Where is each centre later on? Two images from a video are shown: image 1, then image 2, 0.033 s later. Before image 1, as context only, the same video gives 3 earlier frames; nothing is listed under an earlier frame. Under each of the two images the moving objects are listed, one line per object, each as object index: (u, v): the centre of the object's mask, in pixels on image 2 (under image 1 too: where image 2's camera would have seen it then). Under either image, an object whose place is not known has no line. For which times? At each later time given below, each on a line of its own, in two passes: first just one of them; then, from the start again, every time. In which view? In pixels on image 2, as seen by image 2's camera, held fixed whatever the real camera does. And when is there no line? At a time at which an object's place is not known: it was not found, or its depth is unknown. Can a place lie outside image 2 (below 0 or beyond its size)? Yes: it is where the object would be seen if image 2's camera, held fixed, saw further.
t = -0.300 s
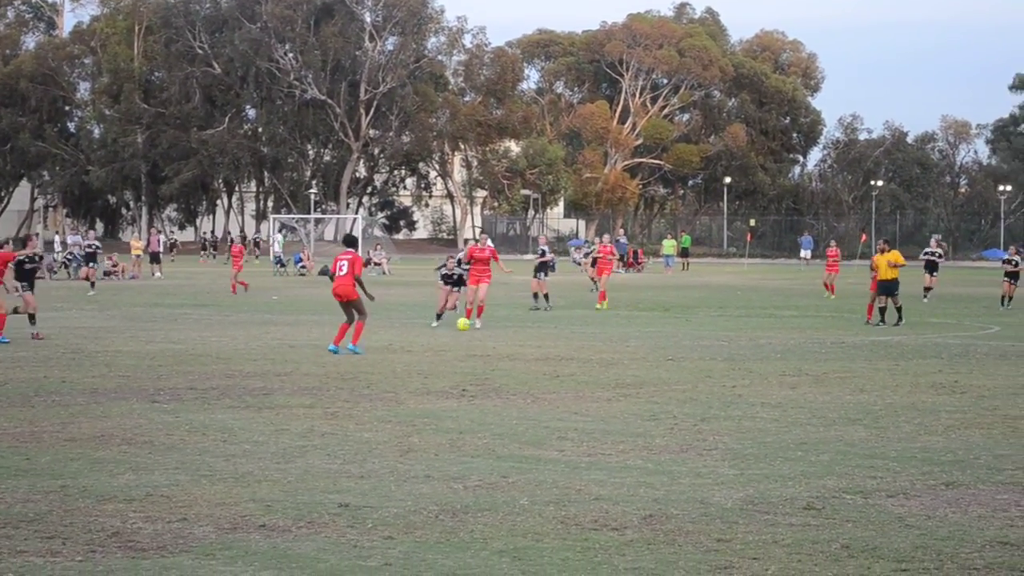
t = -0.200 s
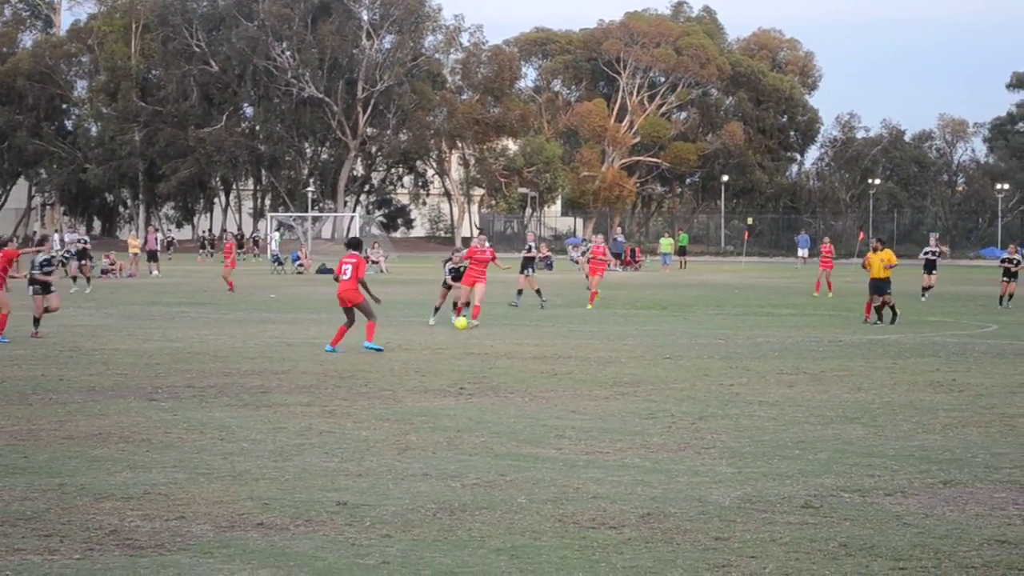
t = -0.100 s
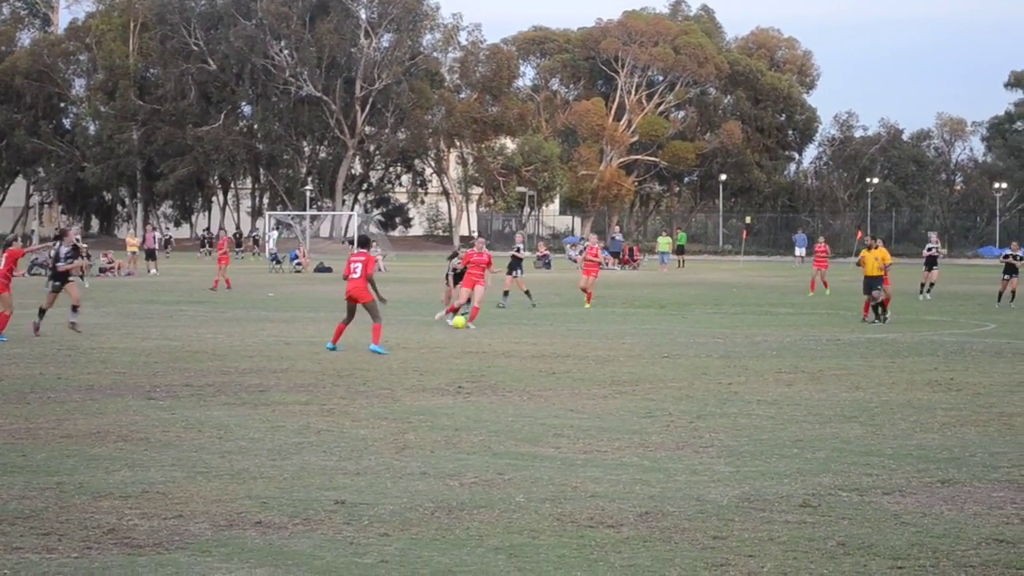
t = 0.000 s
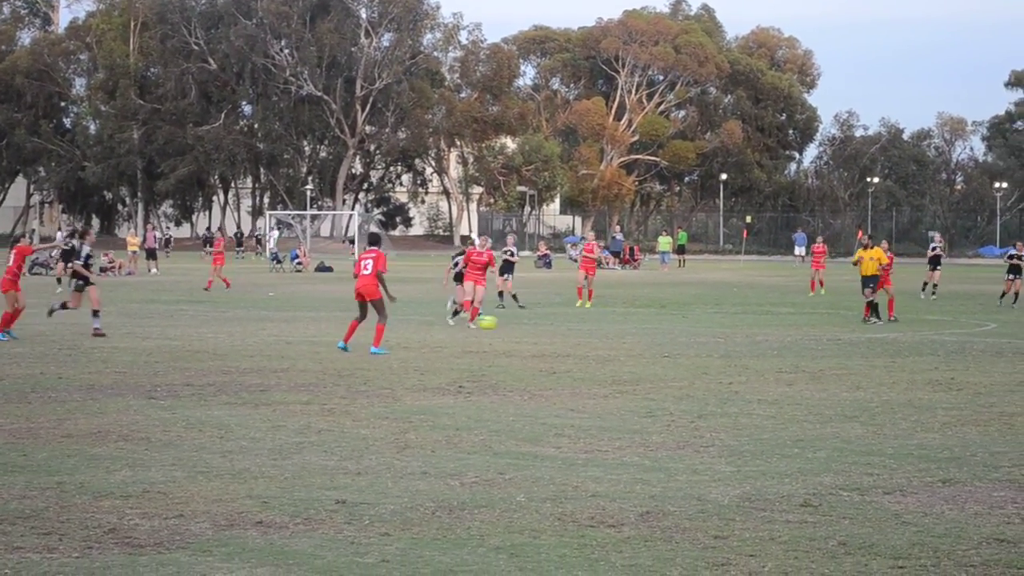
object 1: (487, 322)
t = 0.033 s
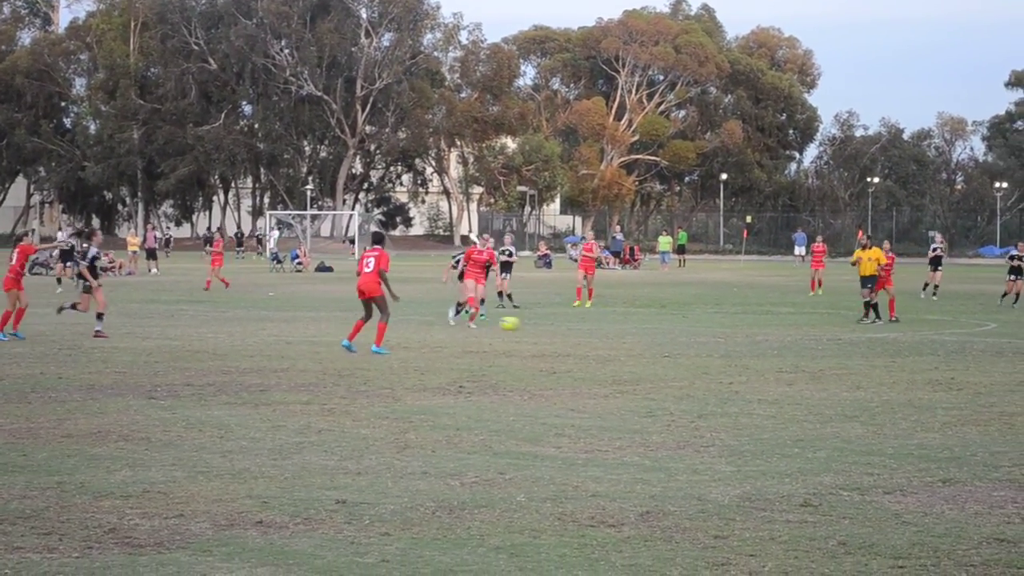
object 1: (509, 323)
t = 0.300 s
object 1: (679, 330)
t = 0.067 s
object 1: (532, 324)
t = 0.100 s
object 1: (553, 325)
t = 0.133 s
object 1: (575, 326)
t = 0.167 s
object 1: (595, 325)
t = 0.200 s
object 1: (616, 325)
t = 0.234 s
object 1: (637, 326)
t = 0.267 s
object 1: (658, 328)
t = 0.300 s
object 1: (679, 330)
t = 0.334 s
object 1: (699, 329)
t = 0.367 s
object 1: (718, 327)
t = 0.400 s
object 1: (738, 327)
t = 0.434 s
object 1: (758, 327)
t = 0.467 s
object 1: (778, 328)
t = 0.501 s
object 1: (798, 330)
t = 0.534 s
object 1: (818, 334)
